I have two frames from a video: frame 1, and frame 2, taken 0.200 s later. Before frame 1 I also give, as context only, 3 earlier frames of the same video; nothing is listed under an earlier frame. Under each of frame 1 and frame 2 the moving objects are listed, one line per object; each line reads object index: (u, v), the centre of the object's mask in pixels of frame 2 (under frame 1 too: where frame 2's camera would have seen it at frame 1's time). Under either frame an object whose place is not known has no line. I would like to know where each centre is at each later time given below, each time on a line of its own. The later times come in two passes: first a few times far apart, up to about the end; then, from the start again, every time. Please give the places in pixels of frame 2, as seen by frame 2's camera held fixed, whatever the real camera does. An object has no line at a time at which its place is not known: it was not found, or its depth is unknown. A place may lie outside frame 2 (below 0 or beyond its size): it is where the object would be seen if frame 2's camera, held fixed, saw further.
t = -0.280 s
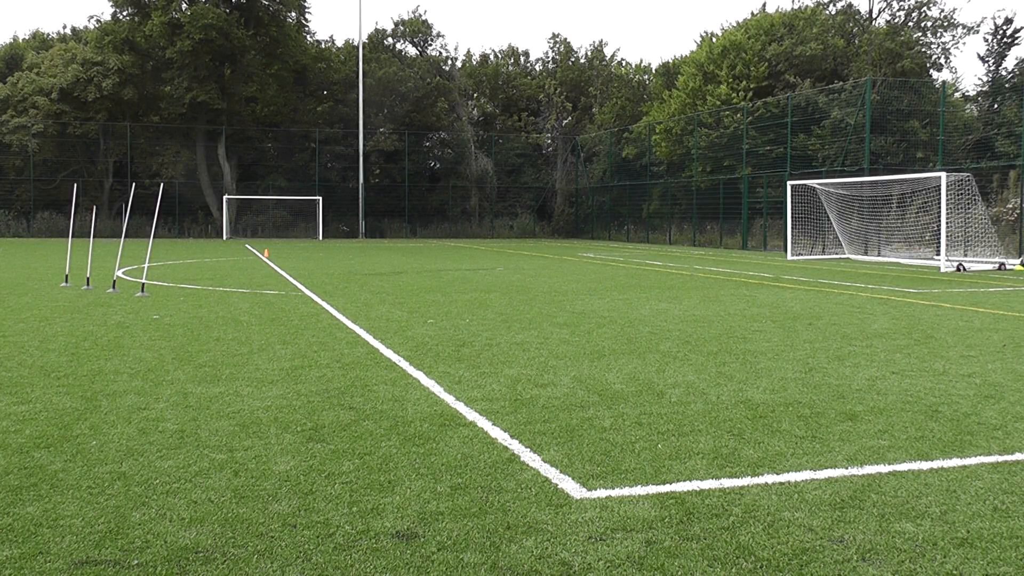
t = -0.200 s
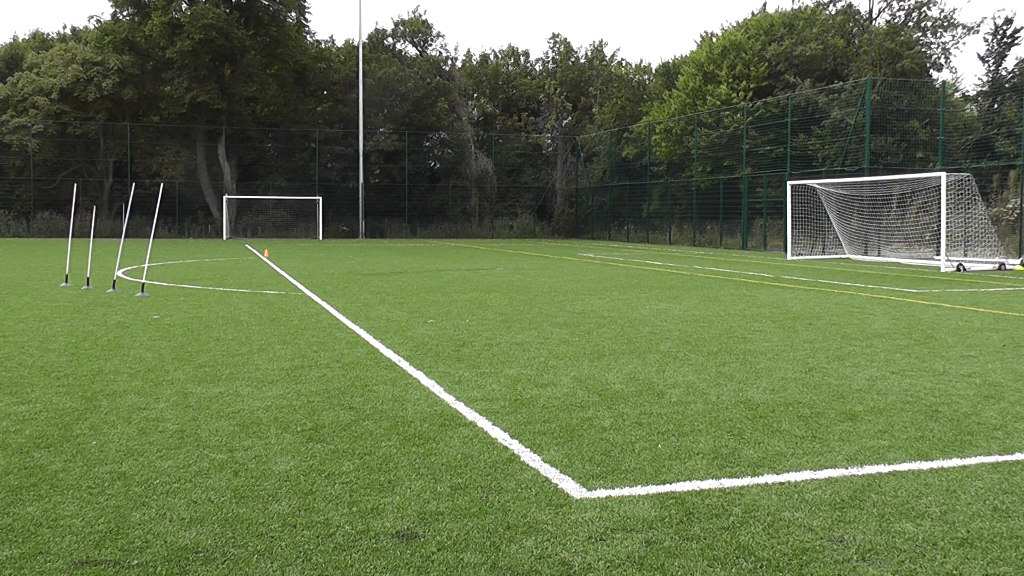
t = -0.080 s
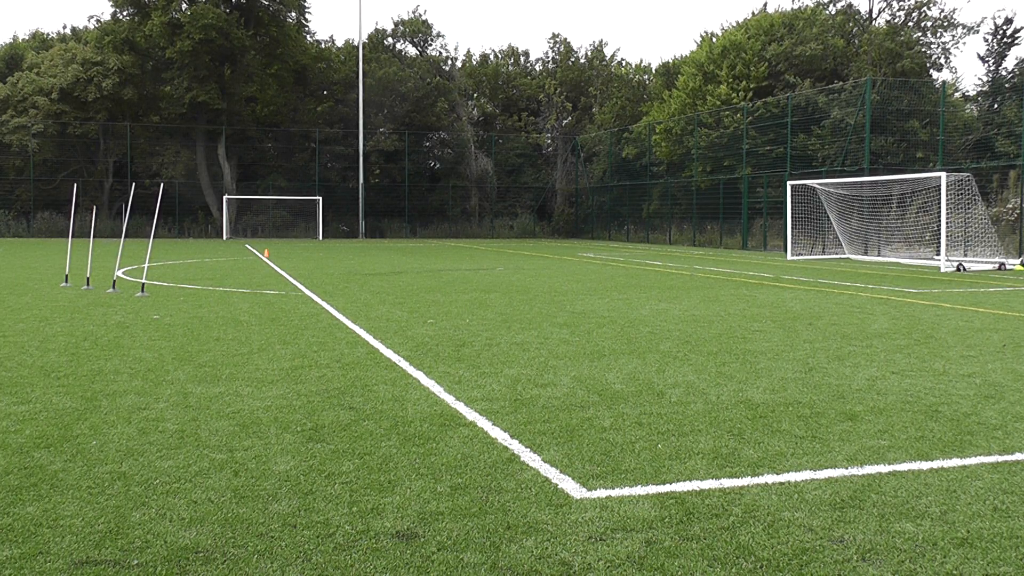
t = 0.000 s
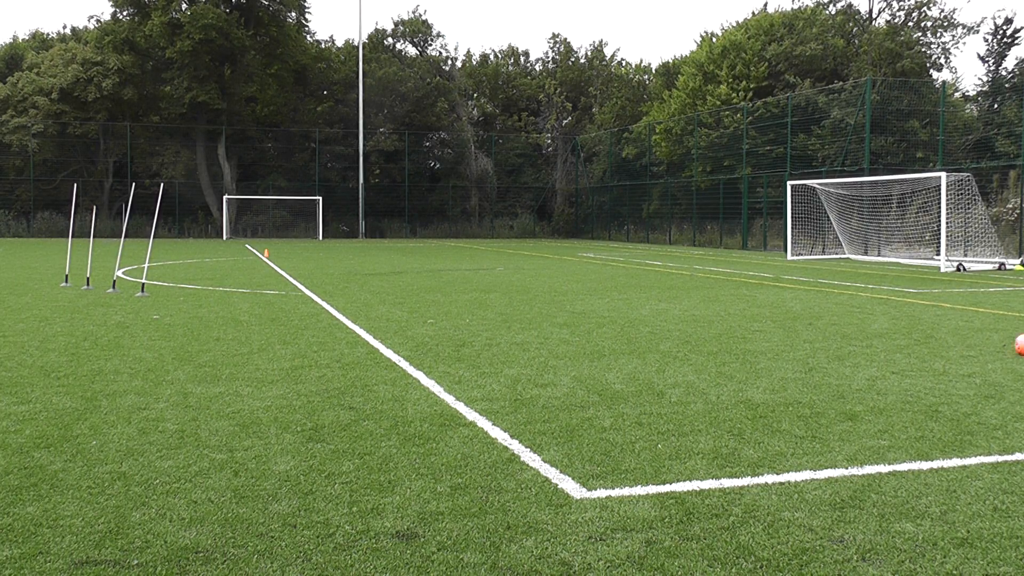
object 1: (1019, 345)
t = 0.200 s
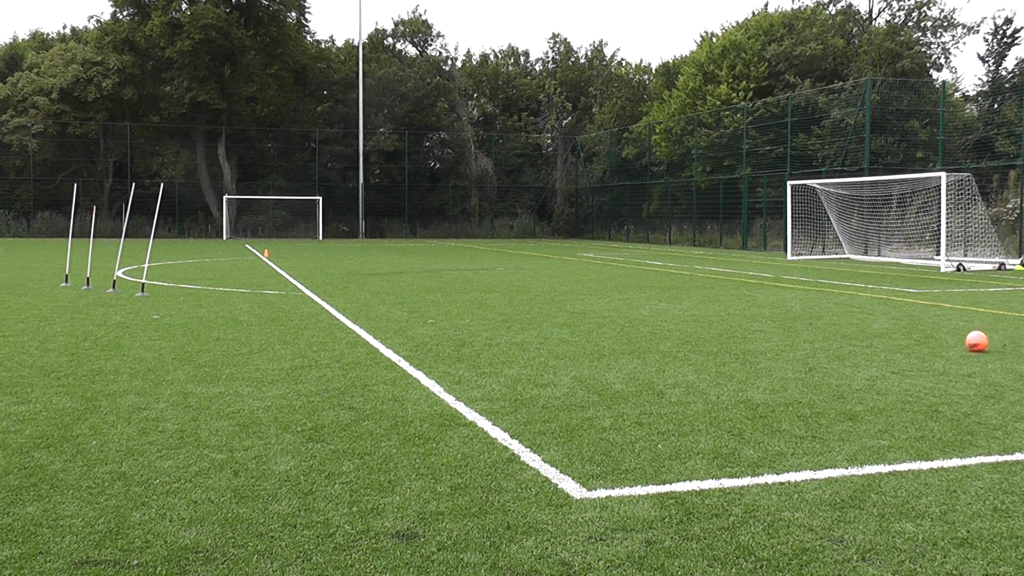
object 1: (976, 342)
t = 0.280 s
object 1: (959, 341)
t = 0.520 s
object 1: (908, 337)
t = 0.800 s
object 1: (856, 333)
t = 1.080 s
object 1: (812, 330)
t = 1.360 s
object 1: (775, 327)
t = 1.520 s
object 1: (754, 326)
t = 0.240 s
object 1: (967, 341)
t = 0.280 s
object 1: (959, 341)
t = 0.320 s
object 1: (950, 340)
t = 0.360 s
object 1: (942, 339)
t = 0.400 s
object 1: (933, 339)
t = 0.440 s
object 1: (924, 338)
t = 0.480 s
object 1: (916, 338)
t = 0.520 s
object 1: (908, 337)
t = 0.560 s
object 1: (900, 336)
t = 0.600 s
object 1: (893, 336)
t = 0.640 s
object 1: (885, 335)
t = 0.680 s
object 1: (878, 335)
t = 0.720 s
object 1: (871, 335)
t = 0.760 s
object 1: (863, 334)
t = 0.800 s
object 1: (856, 333)
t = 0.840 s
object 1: (850, 333)
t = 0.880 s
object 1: (843, 332)
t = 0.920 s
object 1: (837, 331)
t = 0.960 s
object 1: (831, 331)
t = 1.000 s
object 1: (825, 331)
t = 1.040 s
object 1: (818, 330)
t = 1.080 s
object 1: (812, 330)
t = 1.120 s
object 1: (806, 329)
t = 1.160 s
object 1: (801, 328)
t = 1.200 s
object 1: (795, 328)
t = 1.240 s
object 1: (790, 328)
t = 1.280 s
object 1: (784, 327)
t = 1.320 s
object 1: (780, 327)
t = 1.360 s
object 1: (775, 327)
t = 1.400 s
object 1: (769, 326)
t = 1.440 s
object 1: (764, 326)
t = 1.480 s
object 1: (759, 326)
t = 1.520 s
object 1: (754, 326)
